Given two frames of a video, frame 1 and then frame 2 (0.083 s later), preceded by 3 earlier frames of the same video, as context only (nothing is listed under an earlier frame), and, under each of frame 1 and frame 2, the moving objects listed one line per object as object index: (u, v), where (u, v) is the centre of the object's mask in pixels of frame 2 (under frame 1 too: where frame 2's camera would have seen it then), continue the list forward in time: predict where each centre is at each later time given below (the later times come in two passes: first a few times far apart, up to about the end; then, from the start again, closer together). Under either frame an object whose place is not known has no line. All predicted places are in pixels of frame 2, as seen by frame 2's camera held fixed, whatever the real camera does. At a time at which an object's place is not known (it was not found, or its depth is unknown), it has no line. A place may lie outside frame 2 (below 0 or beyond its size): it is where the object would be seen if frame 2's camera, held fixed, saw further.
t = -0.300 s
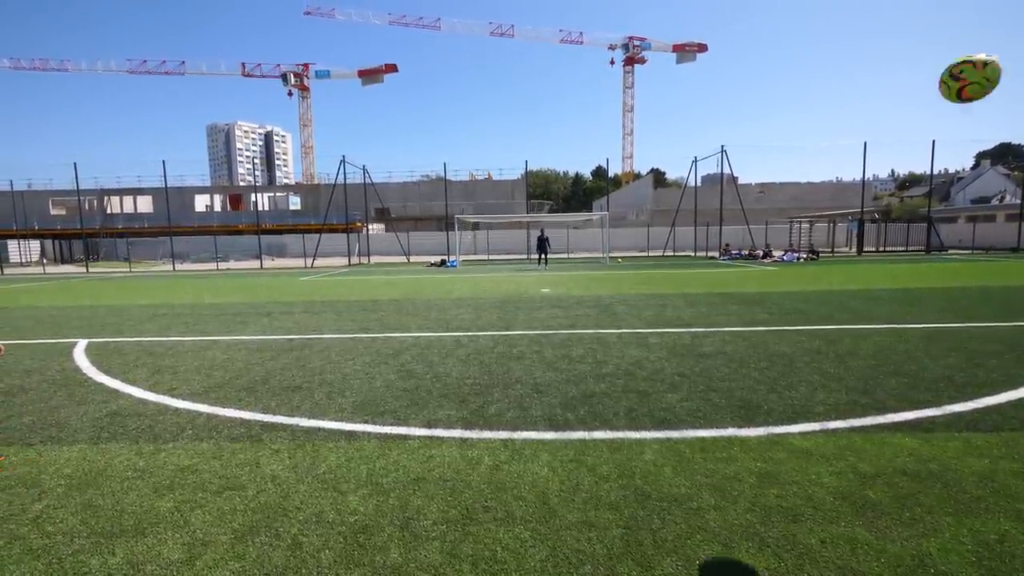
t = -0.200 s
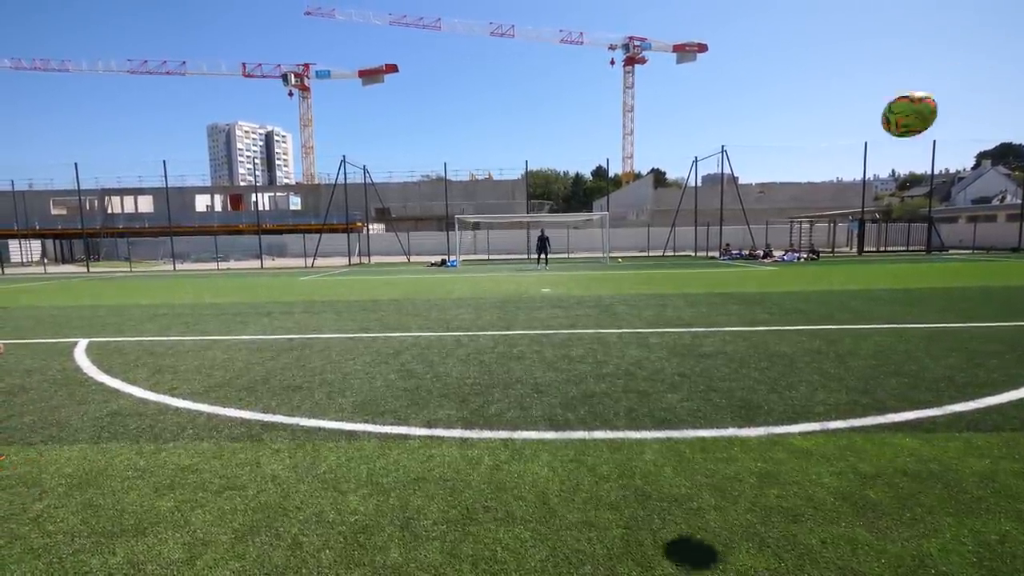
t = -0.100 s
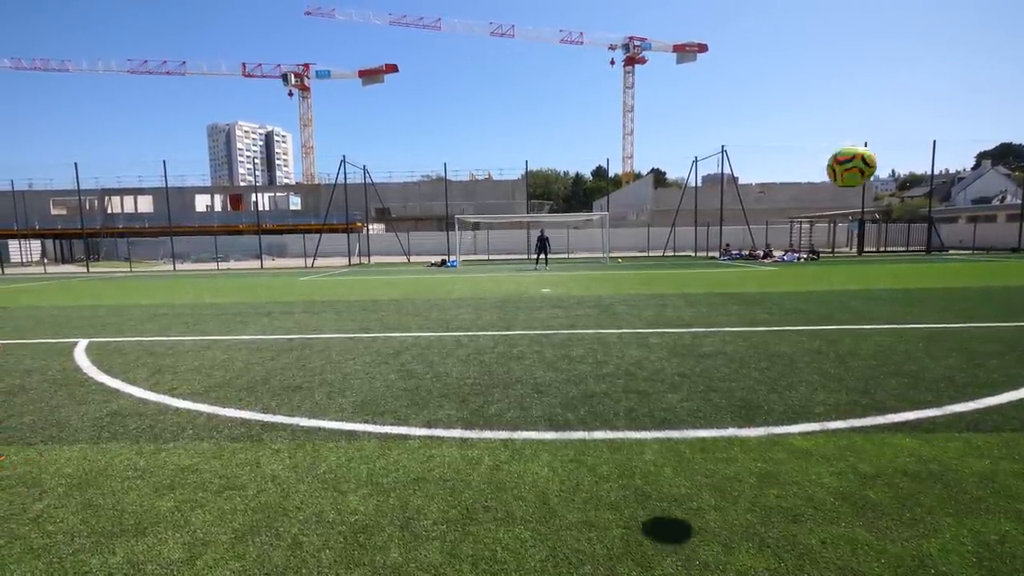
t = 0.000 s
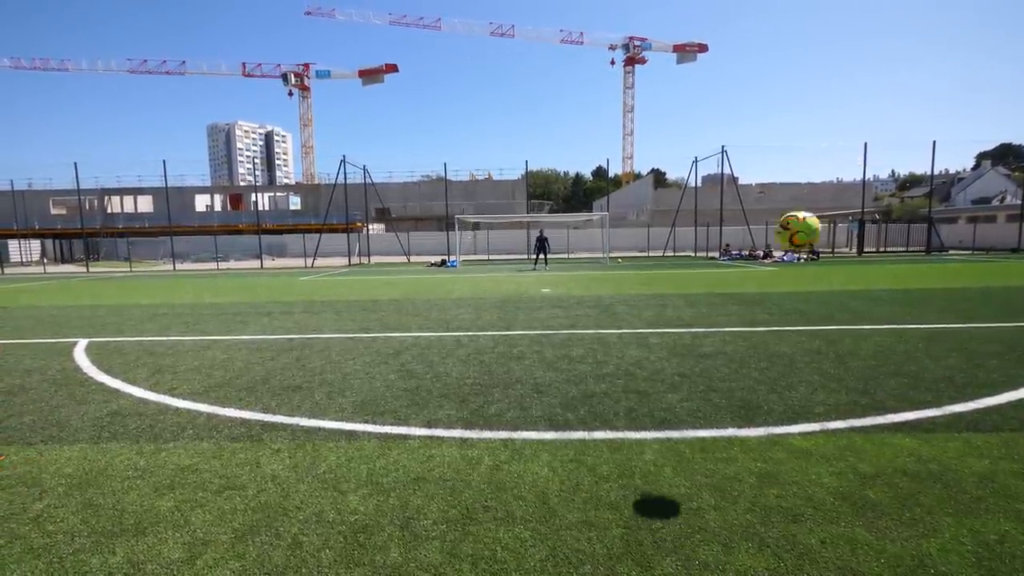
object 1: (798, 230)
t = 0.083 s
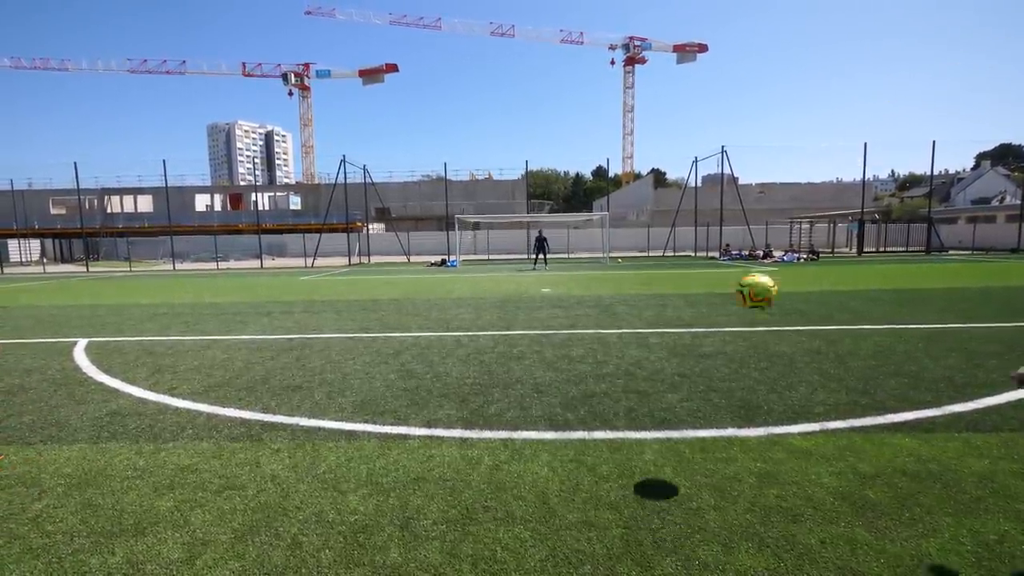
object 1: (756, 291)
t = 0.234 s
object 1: (690, 414)
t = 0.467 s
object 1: (646, 347)
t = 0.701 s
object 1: (602, 310)
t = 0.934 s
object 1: (555, 357)
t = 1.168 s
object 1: (505, 447)
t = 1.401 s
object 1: (445, 399)
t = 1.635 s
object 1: (388, 437)
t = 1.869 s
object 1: (330, 443)
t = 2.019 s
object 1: (294, 453)
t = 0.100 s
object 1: (749, 304)
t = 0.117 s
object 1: (741, 317)
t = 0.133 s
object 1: (733, 330)
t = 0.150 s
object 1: (728, 342)
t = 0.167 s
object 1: (718, 358)
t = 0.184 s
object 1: (710, 372)
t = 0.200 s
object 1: (703, 385)
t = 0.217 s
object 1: (697, 399)
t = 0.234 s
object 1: (690, 414)
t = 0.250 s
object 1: (682, 428)
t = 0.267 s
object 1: (677, 440)
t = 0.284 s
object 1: (674, 430)
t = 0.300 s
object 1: (673, 421)
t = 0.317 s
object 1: (669, 412)
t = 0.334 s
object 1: (666, 404)
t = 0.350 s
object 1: (664, 395)
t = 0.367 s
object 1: (662, 387)
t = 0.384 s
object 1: (659, 379)
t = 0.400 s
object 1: (657, 373)
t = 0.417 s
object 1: (654, 365)
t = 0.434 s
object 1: (651, 359)
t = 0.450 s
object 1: (649, 353)
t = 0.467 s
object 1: (646, 347)
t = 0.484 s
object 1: (643, 343)
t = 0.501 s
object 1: (639, 337)
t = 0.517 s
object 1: (636, 333)
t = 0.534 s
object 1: (634, 329)
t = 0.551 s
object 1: (631, 325)
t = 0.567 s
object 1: (628, 322)
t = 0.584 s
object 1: (625, 319)
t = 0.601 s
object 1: (622, 316)
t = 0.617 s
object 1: (619, 314)
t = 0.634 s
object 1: (615, 312)
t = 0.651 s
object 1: (612, 310)
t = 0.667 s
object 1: (609, 310)
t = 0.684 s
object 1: (605, 309)
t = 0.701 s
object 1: (602, 310)
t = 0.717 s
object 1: (599, 310)
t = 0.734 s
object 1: (597, 311)
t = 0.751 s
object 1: (593, 312)
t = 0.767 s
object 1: (589, 314)
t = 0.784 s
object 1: (587, 316)
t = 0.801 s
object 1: (583, 319)
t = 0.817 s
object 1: (579, 322)
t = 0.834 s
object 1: (577, 326)
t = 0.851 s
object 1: (573, 329)
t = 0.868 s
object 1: (569, 334)
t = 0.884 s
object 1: (566, 339)
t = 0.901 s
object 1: (562, 344)
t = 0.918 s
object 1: (559, 350)
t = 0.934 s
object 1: (555, 357)
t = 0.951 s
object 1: (552, 364)
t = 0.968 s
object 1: (549, 371)
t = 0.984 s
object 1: (546, 379)
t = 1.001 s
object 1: (543, 387)
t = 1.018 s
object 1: (539, 395)
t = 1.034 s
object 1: (535, 405)
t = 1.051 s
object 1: (531, 414)
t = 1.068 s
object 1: (528, 424)
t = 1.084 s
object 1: (524, 435)
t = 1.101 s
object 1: (521, 446)
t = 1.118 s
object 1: (517, 457)
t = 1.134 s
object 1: (513, 461)
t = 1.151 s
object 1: (509, 454)
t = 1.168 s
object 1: (505, 447)
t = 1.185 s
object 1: (500, 442)
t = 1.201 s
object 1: (496, 435)
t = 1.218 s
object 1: (492, 429)
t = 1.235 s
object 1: (487, 424)
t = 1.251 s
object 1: (483, 420)
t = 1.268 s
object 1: (478, 416)
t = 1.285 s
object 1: (475, 412)
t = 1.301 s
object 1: (471, 408)
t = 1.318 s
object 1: (466, 406)
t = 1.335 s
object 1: (462, 404)
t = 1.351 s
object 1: (458, 401)
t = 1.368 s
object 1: (453, 400)
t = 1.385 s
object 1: (450, 399)
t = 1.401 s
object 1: (445, 399)
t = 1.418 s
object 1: (441, 398)
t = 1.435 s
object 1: (437, 399)
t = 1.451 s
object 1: (433, 399)
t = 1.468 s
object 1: (429, 401)
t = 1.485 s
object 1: (424, 402)
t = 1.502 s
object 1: (420, 404)
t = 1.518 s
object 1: (416, 406)
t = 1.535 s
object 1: (412, 410)
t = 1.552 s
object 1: (408, 413)
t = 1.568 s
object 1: (403, 418)
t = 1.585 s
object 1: (399, 421)
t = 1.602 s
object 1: (395, 426)
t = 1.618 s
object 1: (391, 431)
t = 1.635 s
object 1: (388, 437)
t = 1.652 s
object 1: (383, 443)
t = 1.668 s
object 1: (380, 450)
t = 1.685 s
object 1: (375, 456)
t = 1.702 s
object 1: (371, 464)
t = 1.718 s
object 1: (367, 469)
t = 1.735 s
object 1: (363, 464)
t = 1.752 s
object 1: (359, 460)
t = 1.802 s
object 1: (355, 454)
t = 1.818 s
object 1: (343, 448)
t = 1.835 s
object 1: (338, 445)
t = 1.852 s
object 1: (335, 444)
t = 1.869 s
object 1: (330, 443)
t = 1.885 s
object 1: (325, 443)
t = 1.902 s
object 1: (322, 443)
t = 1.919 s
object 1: (317, 443)
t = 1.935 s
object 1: (314, 443)
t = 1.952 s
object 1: (310, 444)
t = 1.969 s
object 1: (306, 445)
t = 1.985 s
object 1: (301, 447)
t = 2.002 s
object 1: (298, 450)
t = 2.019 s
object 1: (294, 453)
